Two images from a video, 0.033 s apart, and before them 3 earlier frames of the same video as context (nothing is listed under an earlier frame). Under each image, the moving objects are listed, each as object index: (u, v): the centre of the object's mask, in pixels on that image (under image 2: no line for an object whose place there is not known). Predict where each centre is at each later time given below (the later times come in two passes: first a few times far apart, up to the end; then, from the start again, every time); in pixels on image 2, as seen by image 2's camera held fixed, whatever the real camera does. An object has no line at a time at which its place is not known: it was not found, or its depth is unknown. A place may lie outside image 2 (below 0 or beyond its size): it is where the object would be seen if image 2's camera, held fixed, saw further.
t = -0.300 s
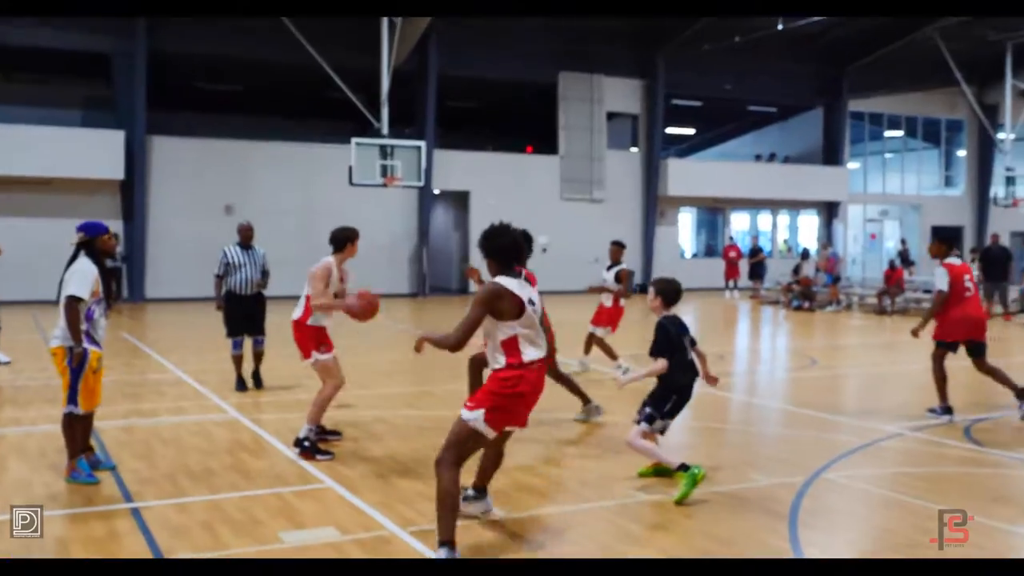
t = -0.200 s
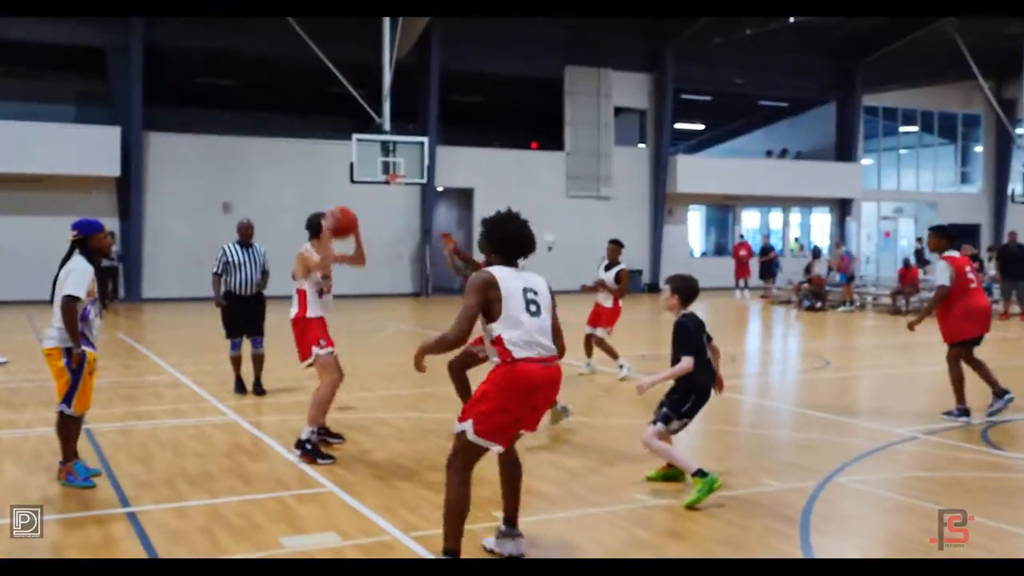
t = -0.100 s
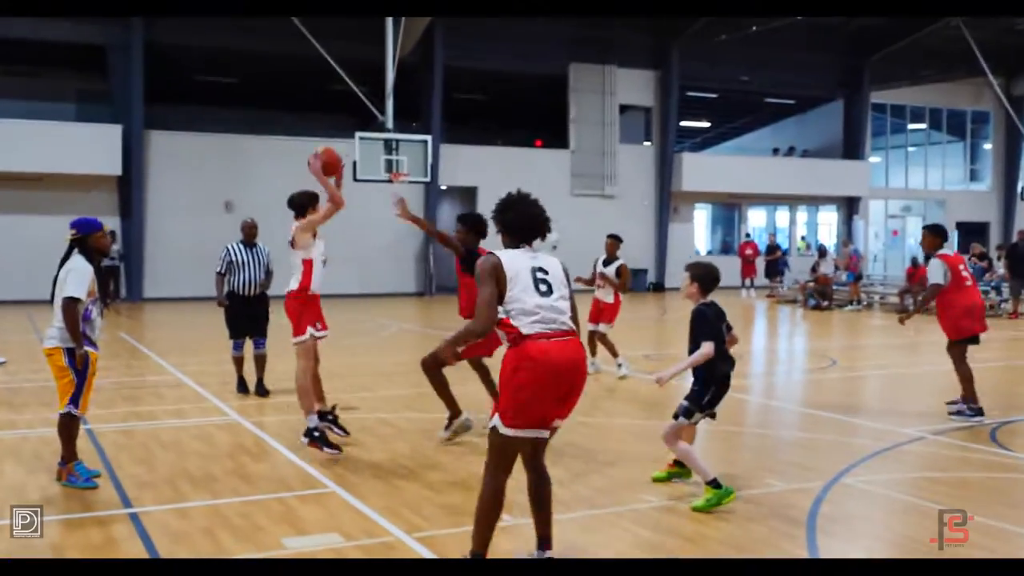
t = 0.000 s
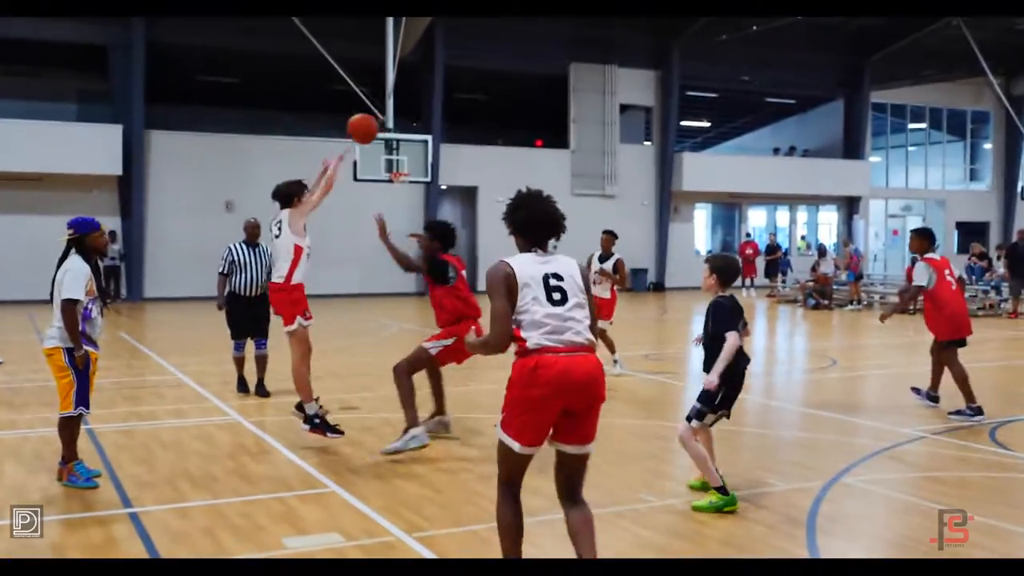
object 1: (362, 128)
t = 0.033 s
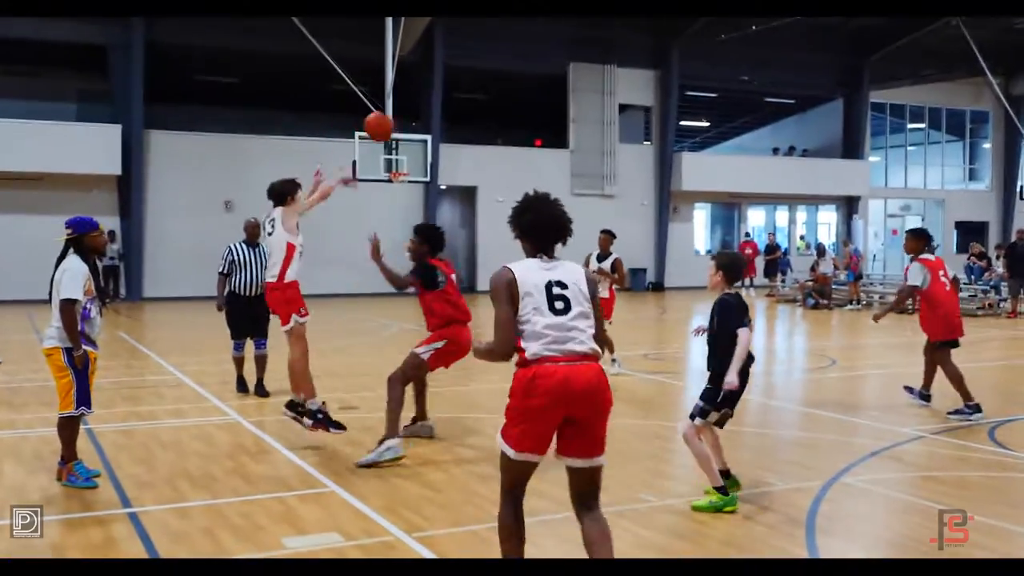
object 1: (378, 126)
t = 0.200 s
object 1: (453, 133)
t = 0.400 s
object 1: (521, 174)
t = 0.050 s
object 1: (387, 125)
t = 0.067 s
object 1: (395, 125)
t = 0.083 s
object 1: (403, 125)
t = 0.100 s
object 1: (411, 125)
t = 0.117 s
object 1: (418, 126)
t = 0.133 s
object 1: (426, 127)
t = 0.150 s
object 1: (433, 128)
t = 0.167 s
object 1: (440, 129)
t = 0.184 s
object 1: (447, 131)
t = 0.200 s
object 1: (453, 133)
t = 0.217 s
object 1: (459, 136)
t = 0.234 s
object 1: (465, 138)
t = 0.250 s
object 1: (472, 141)
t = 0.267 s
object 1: (477, 144)
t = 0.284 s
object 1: (484, 147)
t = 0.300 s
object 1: (490, 150)
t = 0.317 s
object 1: (495, 154)
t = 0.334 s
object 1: (501, 157)
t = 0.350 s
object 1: (506, 161)
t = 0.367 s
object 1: (511, 165)
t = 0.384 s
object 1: (516, 169)
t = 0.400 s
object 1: (521, 174)
